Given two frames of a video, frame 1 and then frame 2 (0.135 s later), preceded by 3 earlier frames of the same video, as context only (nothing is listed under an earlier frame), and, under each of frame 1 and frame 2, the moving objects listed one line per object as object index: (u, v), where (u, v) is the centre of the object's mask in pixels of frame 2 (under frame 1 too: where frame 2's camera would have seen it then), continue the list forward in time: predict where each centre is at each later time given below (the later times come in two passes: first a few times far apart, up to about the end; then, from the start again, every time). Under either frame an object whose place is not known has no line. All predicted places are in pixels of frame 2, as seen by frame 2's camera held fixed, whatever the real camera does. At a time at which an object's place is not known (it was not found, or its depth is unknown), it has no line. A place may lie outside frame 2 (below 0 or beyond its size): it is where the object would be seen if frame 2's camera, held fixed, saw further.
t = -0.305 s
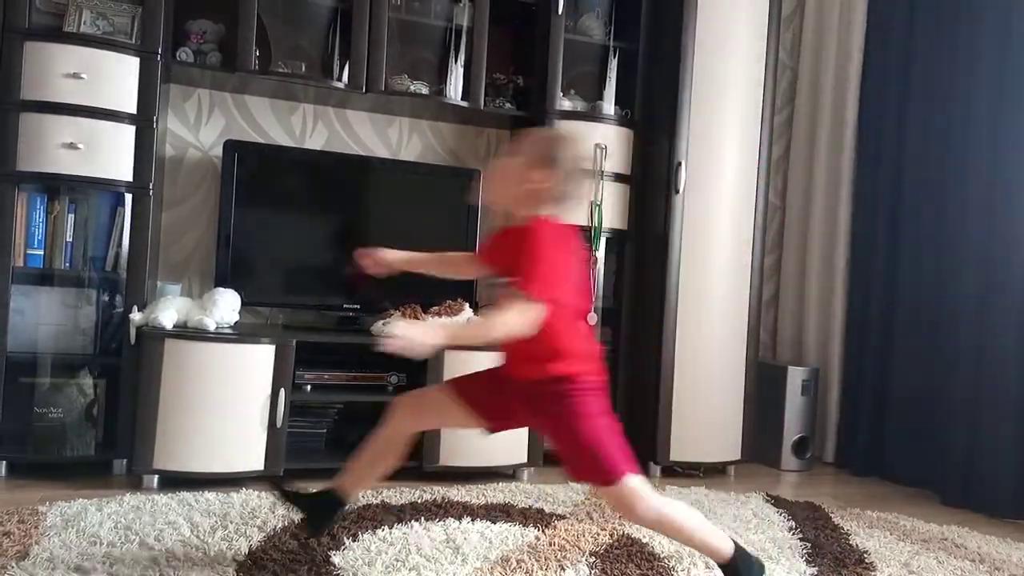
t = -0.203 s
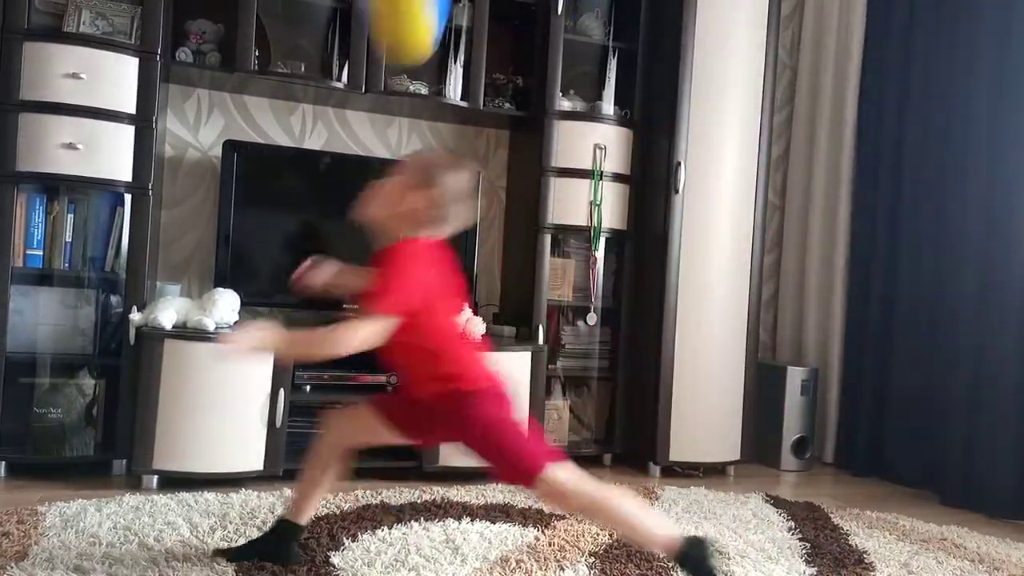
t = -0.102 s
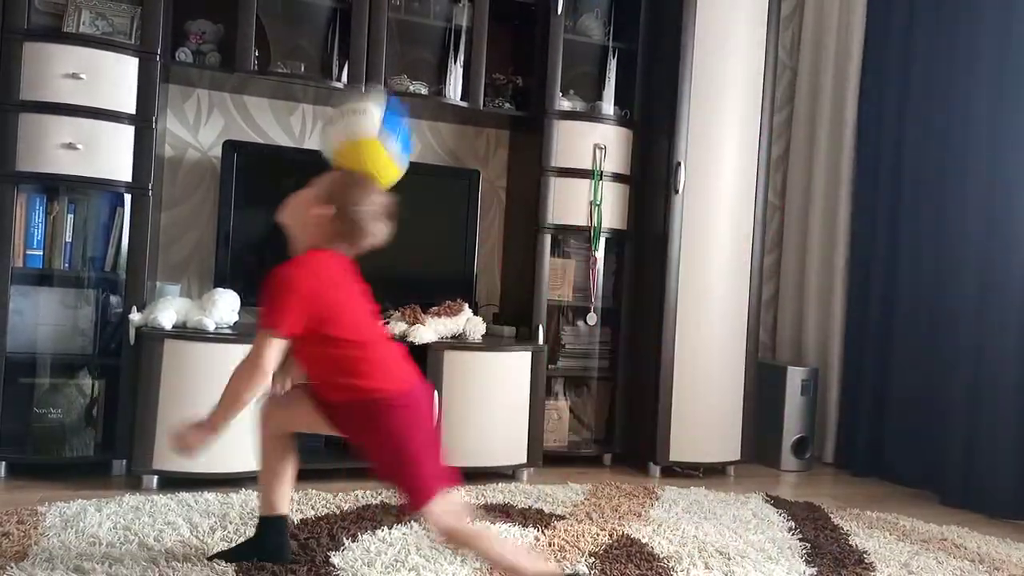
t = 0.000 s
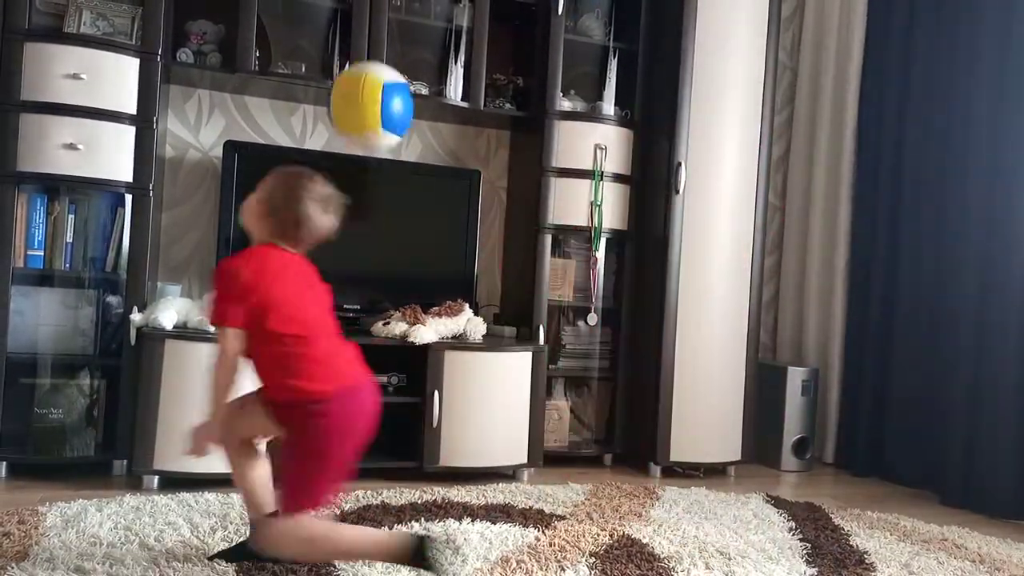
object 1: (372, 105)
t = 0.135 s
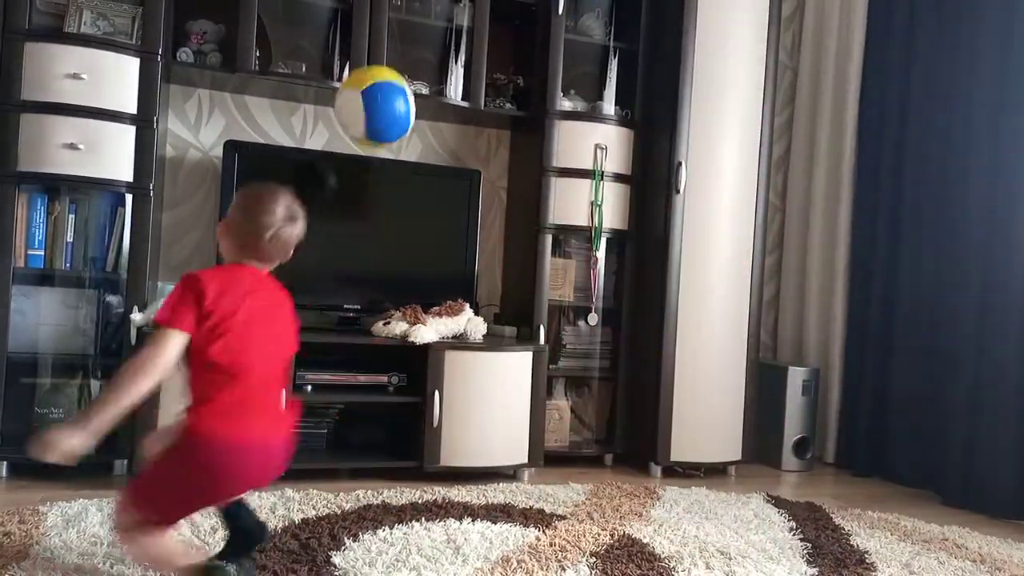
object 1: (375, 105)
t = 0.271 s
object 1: (376, 176)
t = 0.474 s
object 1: (378, 322)
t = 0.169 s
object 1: (376, 117)
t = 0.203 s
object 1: (376, 133)
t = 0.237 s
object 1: (378, 154)
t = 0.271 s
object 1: (376, 176)
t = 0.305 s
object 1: (374, 198)
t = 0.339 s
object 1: (374, 224)
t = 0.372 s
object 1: (373, 254)
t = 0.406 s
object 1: (371, 286)
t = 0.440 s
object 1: (371, 318)
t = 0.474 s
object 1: (378, 322)
